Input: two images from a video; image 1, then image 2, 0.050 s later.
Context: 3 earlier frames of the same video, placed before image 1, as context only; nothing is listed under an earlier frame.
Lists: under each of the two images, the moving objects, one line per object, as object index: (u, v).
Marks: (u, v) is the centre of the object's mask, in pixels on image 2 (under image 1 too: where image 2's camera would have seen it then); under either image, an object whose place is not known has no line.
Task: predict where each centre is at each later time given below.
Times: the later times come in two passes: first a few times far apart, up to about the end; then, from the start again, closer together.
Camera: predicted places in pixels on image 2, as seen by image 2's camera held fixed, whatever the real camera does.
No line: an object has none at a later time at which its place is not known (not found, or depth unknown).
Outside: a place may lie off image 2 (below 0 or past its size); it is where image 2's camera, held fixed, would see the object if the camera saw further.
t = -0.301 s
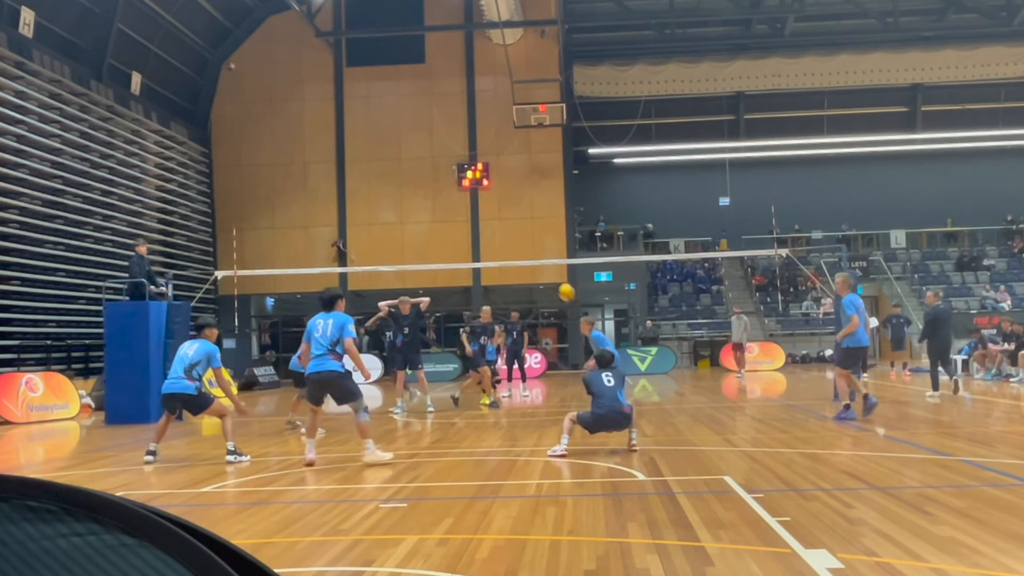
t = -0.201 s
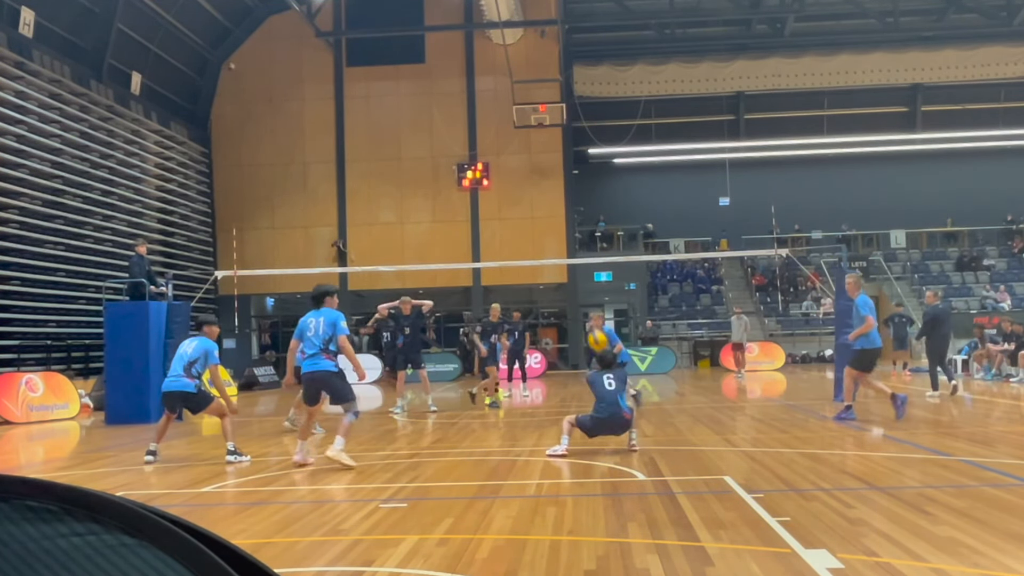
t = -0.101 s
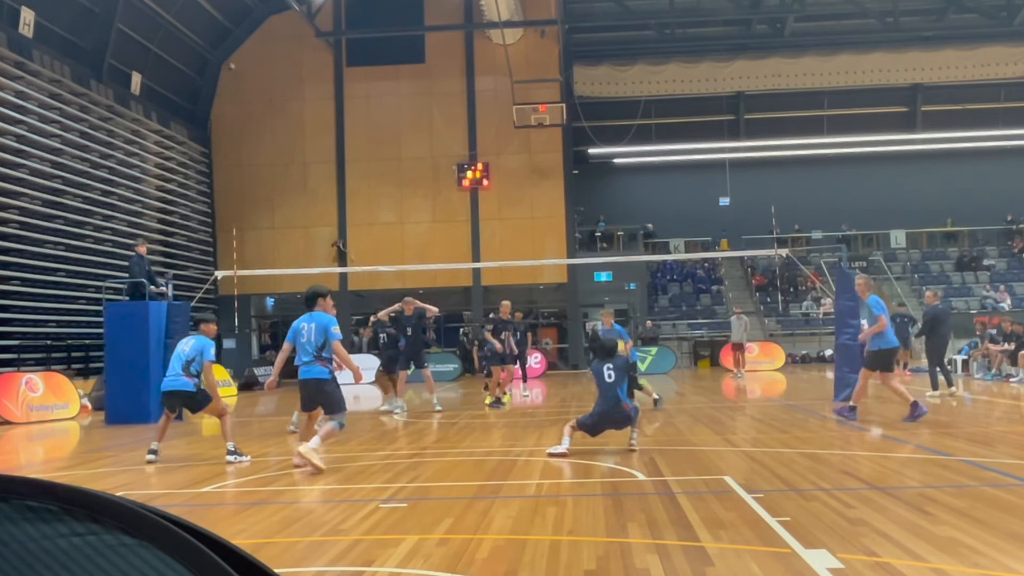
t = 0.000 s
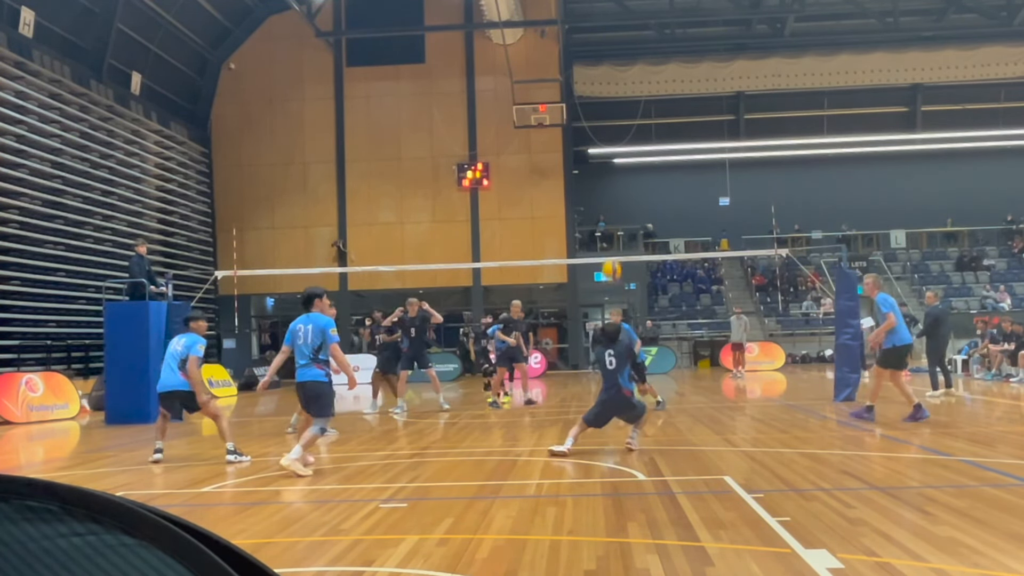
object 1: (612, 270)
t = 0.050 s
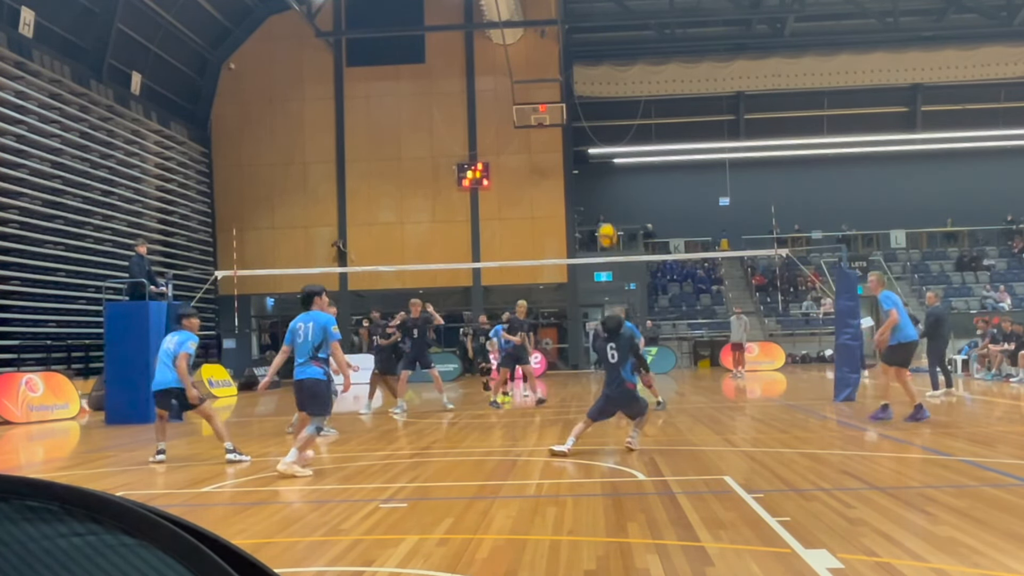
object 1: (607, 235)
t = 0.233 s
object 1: (594, 134)
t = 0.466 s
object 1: (579, 60)
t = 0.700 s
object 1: (567, 32)
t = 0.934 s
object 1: (558, 42)
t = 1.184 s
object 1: (551, 89)
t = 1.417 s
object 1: (546, 163)
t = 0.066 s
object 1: (606, 225)
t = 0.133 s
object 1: (601, 184)
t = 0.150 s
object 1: (599, 174)
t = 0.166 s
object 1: (598, 166)
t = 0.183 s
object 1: (597, 158)
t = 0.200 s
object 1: (596, 150)
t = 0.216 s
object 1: (595, 140)
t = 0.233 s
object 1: (594, 134)
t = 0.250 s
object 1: (592, 127)
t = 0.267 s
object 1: (591, 121)
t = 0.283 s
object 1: (590, 113)
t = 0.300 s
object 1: (589, 108)
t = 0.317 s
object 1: (588, 102)
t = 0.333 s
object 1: (587, 96)
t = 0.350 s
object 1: (585, 90)
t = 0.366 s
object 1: (584, 85)
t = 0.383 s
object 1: (583, 80)
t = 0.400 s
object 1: (582, 76)
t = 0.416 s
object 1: (581, 71)
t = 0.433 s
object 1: (581, 67)
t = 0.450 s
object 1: (579, 63)
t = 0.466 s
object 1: (579, 60)
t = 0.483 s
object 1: (578, 56)
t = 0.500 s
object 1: (577, 53)
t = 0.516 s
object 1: (576, 50)
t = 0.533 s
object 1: (575, 47)
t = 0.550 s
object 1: (574, 45)
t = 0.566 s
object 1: (573, 42)
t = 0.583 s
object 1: (572, 40)
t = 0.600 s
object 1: (572, 39)
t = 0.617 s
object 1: (571, 37)
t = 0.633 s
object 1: (570, 35)
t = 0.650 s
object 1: (570, 34)
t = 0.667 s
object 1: (568, 33)
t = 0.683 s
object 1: (568, 32)
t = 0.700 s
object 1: (567, 32)
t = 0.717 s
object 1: (566, 31)
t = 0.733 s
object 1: (566, 31)
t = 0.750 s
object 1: (565, 31)
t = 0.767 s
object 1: (564, 31)
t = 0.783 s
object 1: (563, 31)
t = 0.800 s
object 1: (563, 32)
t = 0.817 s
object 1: (562, 32)
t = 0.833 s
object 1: (561, 33)
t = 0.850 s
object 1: (561, 34)
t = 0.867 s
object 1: (560, 35)
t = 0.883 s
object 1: (560, 37)
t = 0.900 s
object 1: (559, 38)
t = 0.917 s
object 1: (559, 40)
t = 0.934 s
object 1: (558, 42)
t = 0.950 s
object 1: (557, 44)
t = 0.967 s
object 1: (557, 46)
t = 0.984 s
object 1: (556, 49)
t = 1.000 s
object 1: (556, 51)
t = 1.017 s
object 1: (555, 54)
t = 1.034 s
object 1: (555, 57)
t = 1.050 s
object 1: (554, 60)
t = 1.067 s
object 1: (554, 63)
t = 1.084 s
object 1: (553, 66)
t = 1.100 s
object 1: (553, 70)
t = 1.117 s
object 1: (552, 73)
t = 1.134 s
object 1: (552, 77)
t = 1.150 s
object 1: (552, 81)
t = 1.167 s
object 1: (551, 85)
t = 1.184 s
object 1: (551, 89)
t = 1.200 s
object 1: (550, 94)
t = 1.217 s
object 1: (550, 98)
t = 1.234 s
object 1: (550, 102)
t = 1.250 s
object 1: (549, 108)
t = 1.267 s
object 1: (549, 112)
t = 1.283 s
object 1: (549, 118)
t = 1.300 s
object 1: (548, 123)
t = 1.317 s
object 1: (548, 127)
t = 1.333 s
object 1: (547, 133)
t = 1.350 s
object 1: (547, 140)
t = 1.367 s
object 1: (547, 145)
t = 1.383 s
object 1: (546, 151)
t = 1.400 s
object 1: (546, 157)
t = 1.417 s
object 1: (546, 163)
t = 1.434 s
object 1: (545, 169)
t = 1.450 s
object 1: (545, 176)
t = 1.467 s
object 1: (545, 182)
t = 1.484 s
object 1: (545, 188)
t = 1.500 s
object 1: (544, 195)
